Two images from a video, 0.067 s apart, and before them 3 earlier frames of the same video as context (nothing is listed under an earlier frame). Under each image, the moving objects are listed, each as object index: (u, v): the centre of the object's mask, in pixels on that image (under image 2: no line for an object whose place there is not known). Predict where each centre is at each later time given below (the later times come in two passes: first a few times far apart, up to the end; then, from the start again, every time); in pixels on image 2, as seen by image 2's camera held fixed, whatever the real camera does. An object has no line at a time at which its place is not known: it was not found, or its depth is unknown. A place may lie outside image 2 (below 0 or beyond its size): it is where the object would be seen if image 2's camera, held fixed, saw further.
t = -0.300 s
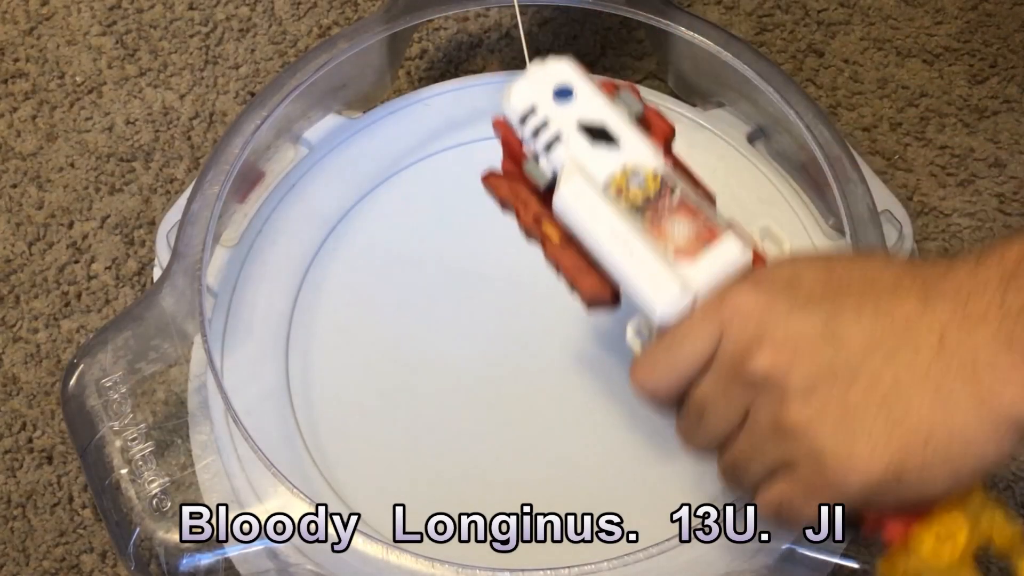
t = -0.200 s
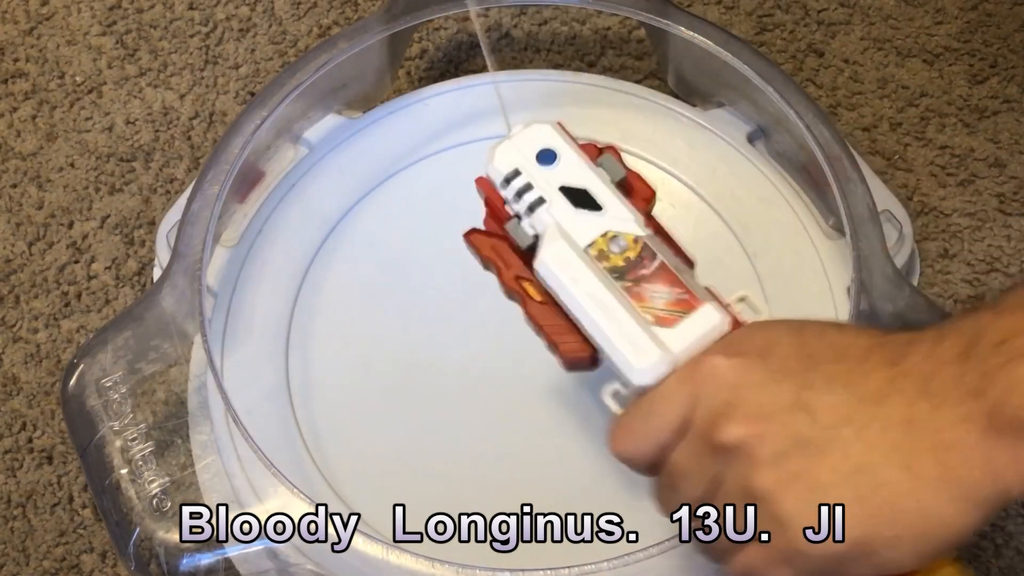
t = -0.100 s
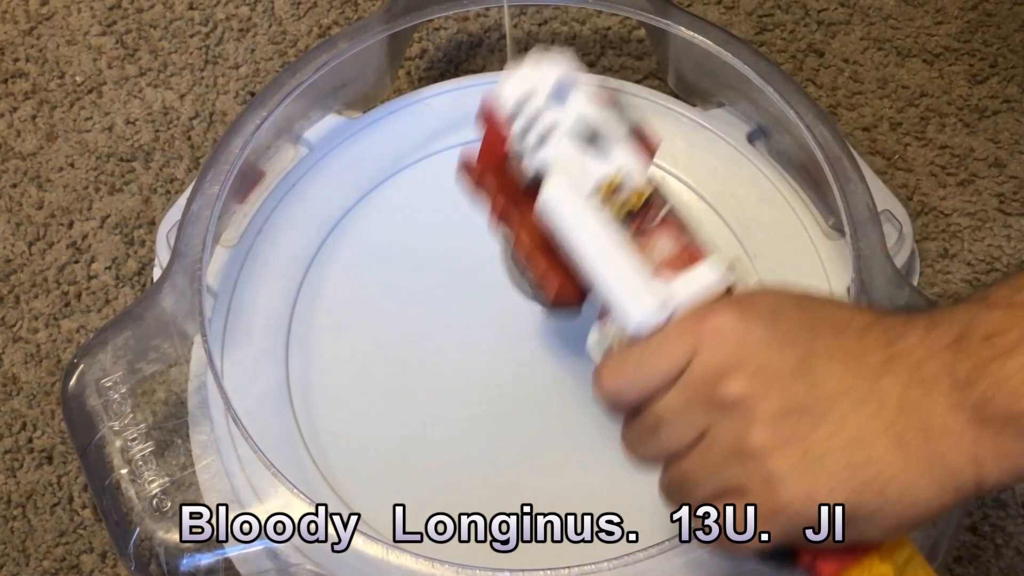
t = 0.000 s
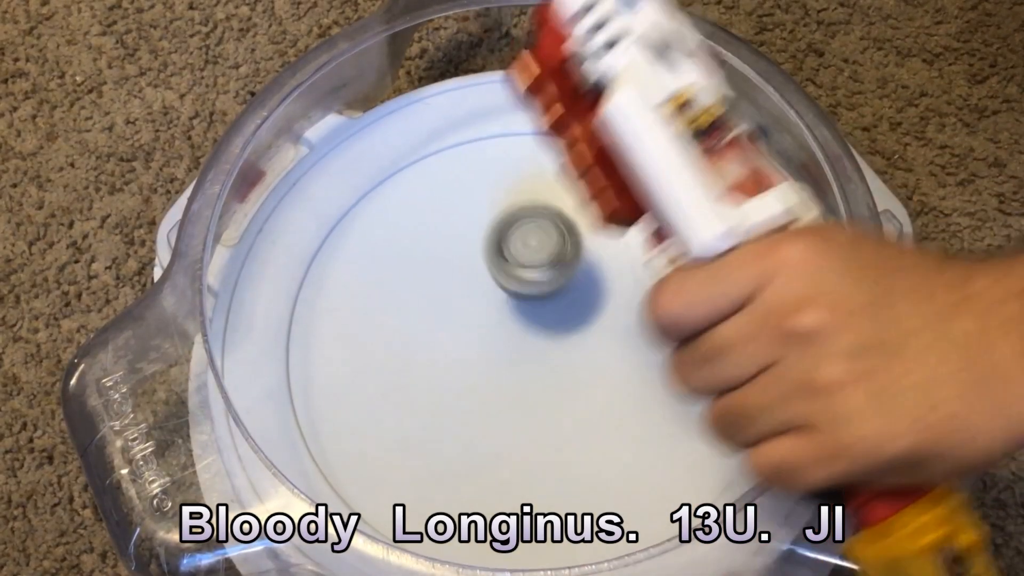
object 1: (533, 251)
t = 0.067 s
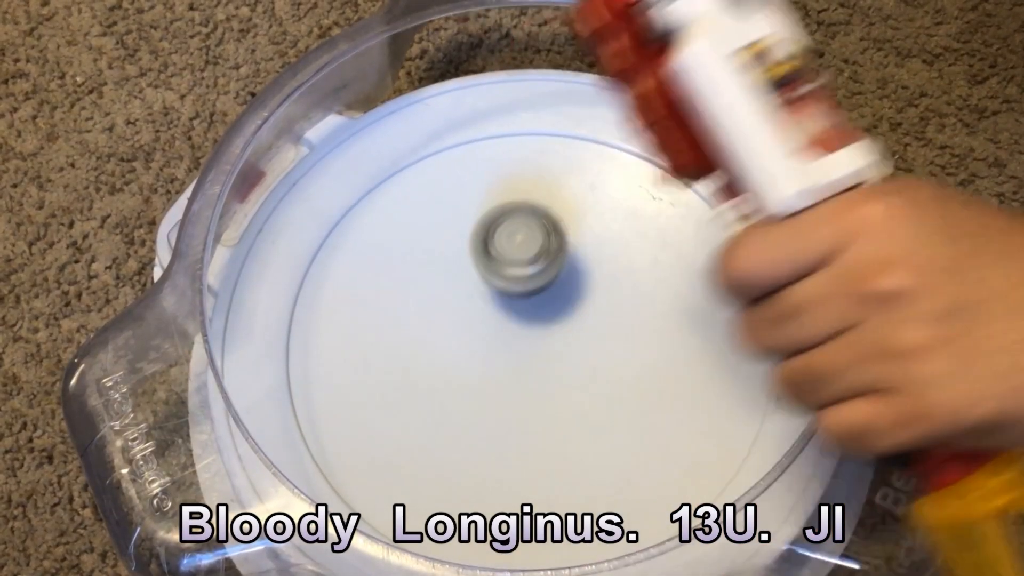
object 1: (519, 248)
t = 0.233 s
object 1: (507, 284)
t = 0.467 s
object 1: (512, 338)
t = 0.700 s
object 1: (568, 341)
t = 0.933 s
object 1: (570, 296)
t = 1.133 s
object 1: (527, 295)
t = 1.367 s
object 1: (516, 343)
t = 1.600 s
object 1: (560, 359)
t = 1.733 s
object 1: (575, 341)
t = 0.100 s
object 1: (515, 256)
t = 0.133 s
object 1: (513, 258)
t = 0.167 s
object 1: (511, 268)
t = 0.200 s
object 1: (509, 276)
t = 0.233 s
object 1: (507, 284)
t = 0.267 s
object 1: (505, 293)
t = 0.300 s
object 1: (503, 301)
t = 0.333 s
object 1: (501, 310)
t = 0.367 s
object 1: (501, 318)
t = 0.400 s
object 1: (502, 325)
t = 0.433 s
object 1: (506, 332)
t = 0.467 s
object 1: (512, 338)
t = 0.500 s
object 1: (519, 344)
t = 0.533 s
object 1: (527, 348)
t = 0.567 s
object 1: (536, 350)
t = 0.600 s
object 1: (545, 350)
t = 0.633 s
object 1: (554, 348)
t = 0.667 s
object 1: (561, 345)
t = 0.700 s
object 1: (568, 341)
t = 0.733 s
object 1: (573, 335)
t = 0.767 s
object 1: (576, 328)
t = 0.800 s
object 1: (579, 321)
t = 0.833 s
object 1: (580, 313)
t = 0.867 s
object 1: (577, 307)
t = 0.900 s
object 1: (574, 301)
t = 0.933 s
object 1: (570, 296)
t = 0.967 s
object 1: (564, 292)
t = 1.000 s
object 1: (557, 289)
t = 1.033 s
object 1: (549, 288)
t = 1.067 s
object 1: (542, 289)
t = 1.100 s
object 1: (534, 292)
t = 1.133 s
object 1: (527, 295)
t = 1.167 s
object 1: (521, 300)
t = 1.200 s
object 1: (516, 306)
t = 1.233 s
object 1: (512, 313)
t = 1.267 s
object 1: (511, 321)
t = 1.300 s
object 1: (510, 328)
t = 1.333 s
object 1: (512, 336)
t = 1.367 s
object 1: (516, 343)
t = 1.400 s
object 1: (521, 348)
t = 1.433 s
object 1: (526, 354)
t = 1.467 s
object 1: (534, 358)
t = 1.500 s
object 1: (540, 360)
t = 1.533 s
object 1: (547, 361)
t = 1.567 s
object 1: (554, 361)
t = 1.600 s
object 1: (560, 359)
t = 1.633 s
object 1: (566, 356)
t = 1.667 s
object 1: (570, 352)
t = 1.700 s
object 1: (573, 347)
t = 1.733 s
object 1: (575, 341)
